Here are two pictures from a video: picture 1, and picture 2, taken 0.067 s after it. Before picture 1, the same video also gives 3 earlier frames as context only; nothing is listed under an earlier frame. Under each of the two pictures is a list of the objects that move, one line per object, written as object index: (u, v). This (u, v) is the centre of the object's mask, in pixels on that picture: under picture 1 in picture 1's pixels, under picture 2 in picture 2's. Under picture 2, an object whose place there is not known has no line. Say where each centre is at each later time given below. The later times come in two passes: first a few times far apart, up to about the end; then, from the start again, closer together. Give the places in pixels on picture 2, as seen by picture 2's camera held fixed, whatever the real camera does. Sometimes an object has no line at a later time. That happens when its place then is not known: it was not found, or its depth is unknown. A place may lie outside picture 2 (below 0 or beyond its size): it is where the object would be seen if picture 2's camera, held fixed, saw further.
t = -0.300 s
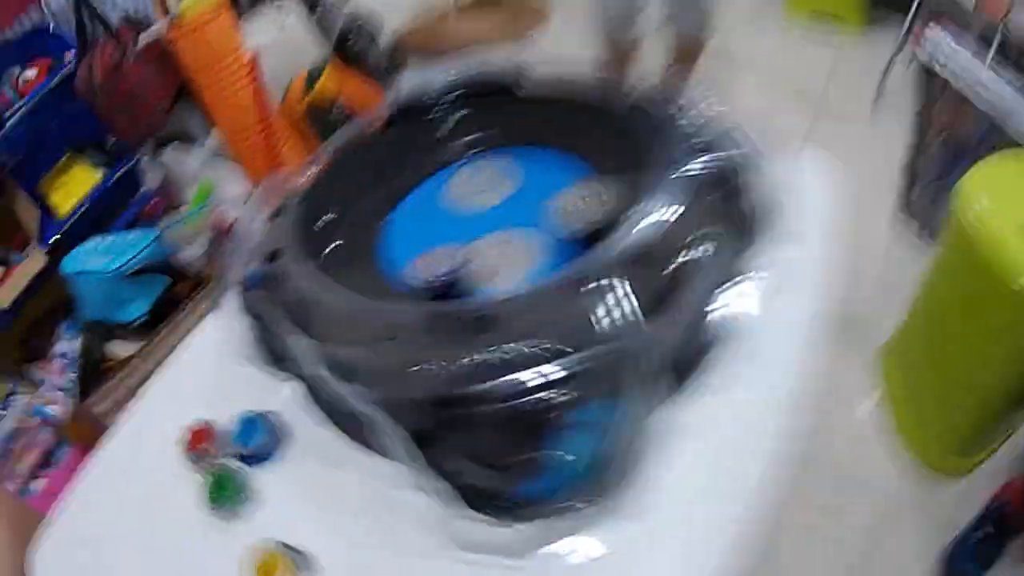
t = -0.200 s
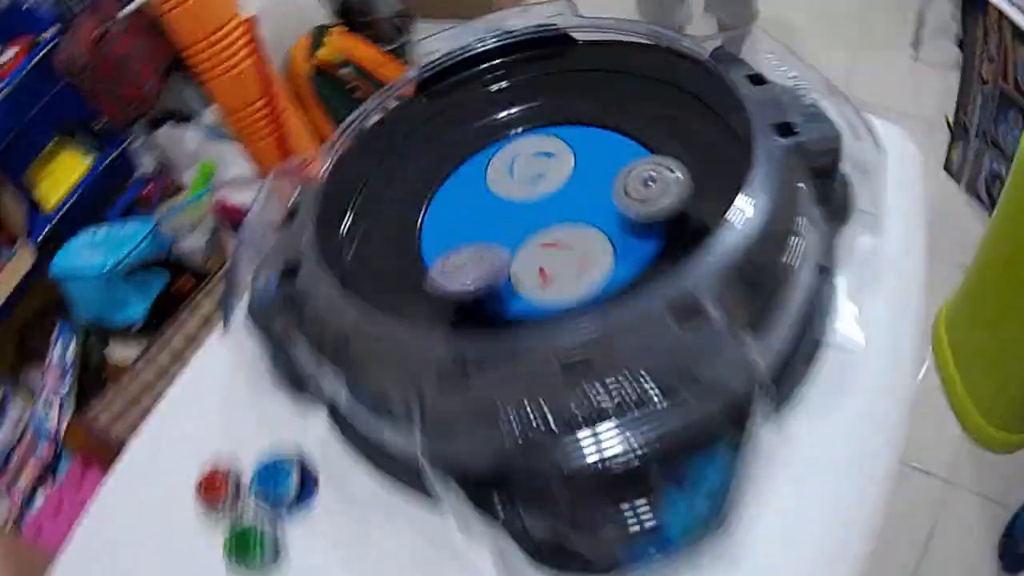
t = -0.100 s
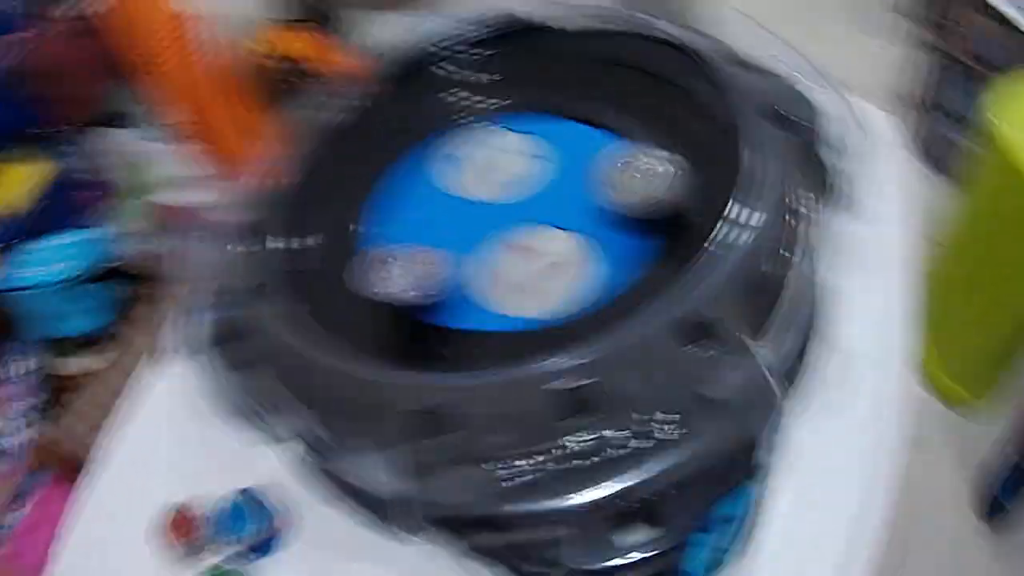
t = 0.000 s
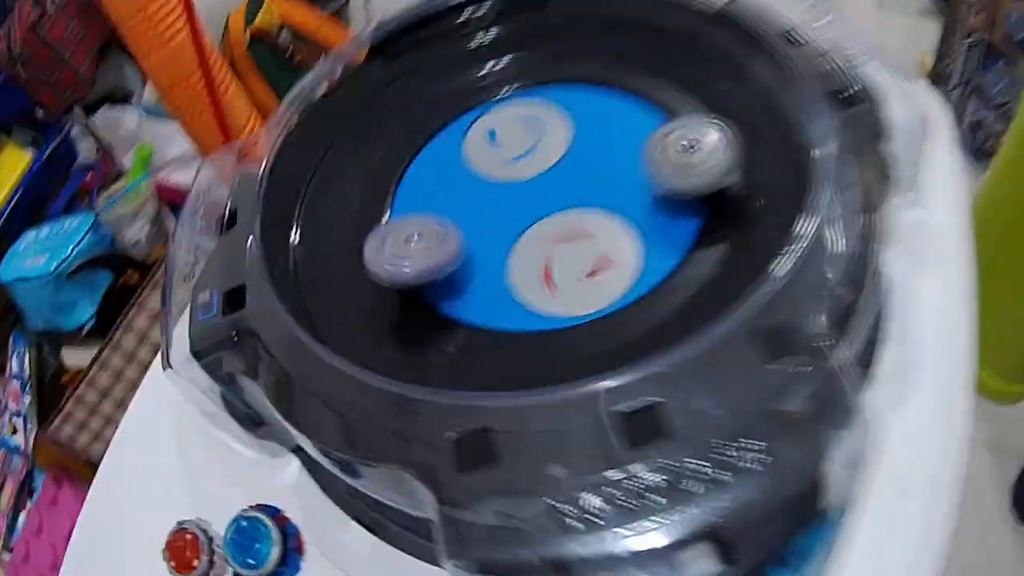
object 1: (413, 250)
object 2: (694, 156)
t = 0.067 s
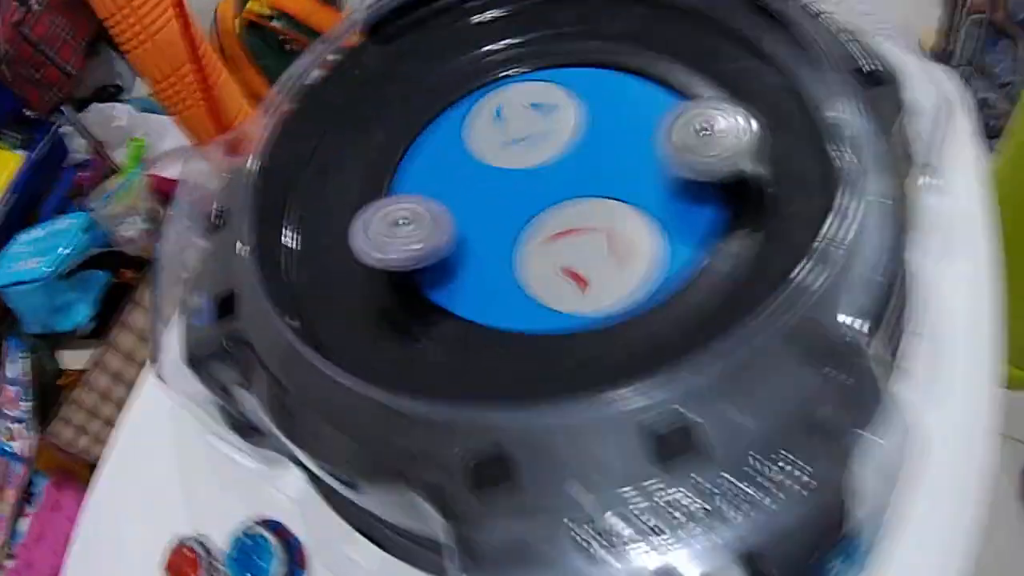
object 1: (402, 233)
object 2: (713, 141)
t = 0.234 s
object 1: (387, 191)
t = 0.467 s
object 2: (689, 152)
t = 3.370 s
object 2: (680, 107)
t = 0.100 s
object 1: (401, 225)
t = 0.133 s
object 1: (398, 217)
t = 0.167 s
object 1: (397, 208)
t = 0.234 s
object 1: (387, 191)
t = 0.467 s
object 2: (689, 152)
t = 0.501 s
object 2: (683, 154)
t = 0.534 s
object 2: (676, 156)
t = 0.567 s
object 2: (669, 158)
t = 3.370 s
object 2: (680, 107)
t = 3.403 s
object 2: (692, 105)
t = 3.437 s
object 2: (700, 104)
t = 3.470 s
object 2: (705, 102)
